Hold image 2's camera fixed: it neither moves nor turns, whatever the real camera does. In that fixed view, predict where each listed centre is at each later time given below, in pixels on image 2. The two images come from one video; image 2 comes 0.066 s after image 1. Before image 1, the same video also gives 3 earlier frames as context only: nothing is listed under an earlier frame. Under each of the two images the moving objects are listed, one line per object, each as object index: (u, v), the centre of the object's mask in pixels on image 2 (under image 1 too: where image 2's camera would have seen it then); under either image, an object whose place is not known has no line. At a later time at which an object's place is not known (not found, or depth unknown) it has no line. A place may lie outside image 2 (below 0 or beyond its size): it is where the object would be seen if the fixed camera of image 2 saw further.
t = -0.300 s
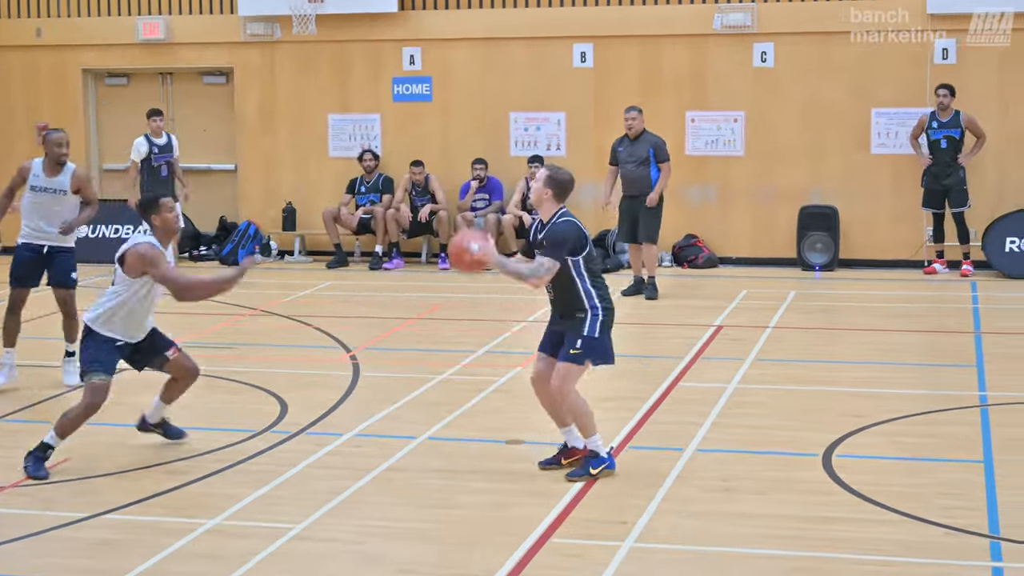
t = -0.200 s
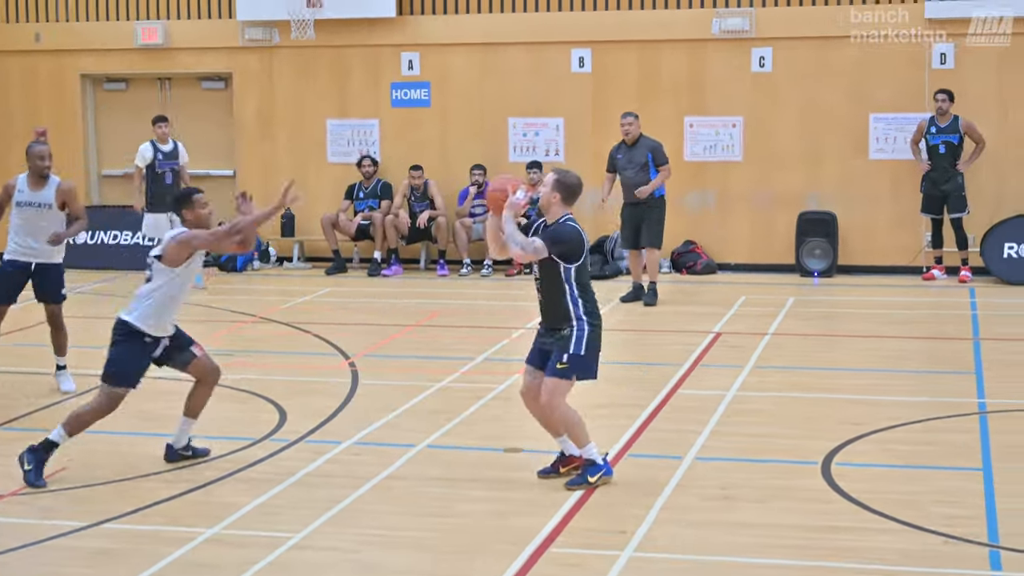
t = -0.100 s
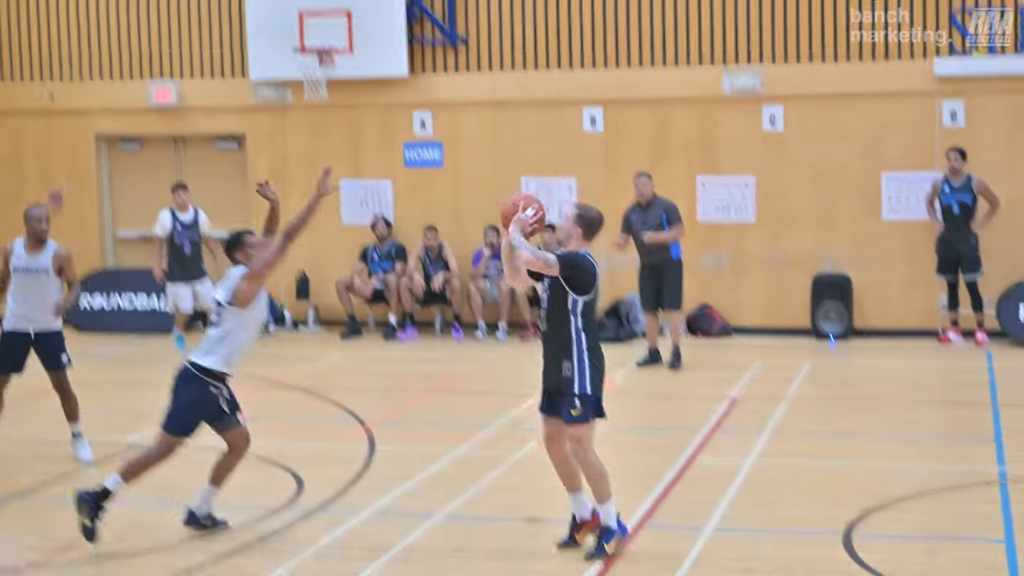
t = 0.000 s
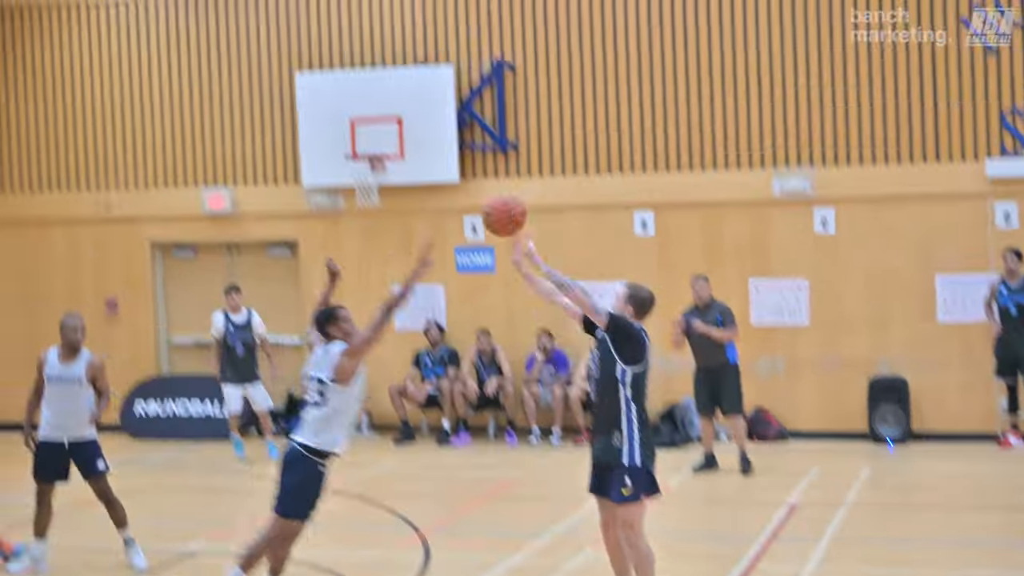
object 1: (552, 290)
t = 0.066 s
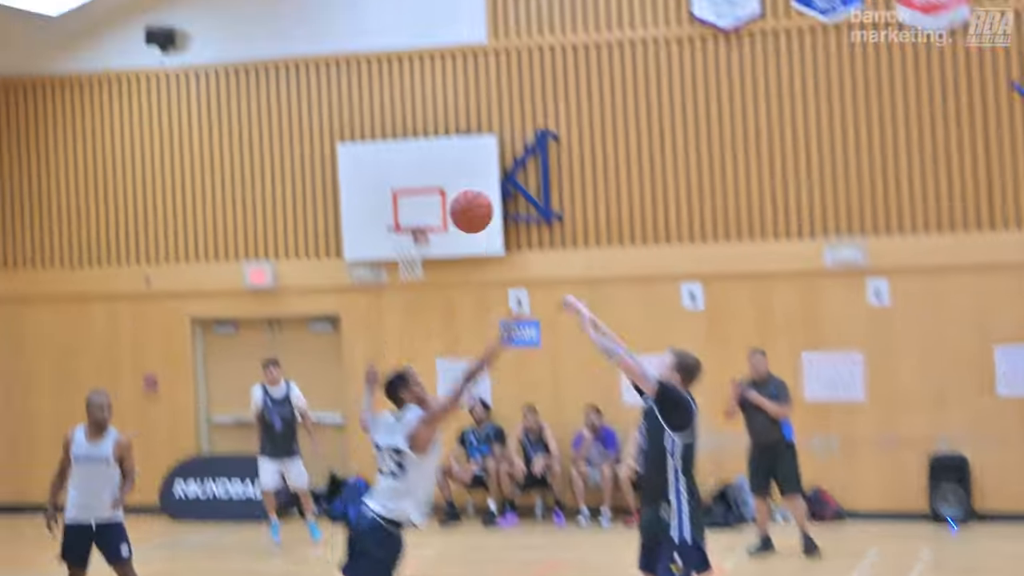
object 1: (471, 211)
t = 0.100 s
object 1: (433, 177)
